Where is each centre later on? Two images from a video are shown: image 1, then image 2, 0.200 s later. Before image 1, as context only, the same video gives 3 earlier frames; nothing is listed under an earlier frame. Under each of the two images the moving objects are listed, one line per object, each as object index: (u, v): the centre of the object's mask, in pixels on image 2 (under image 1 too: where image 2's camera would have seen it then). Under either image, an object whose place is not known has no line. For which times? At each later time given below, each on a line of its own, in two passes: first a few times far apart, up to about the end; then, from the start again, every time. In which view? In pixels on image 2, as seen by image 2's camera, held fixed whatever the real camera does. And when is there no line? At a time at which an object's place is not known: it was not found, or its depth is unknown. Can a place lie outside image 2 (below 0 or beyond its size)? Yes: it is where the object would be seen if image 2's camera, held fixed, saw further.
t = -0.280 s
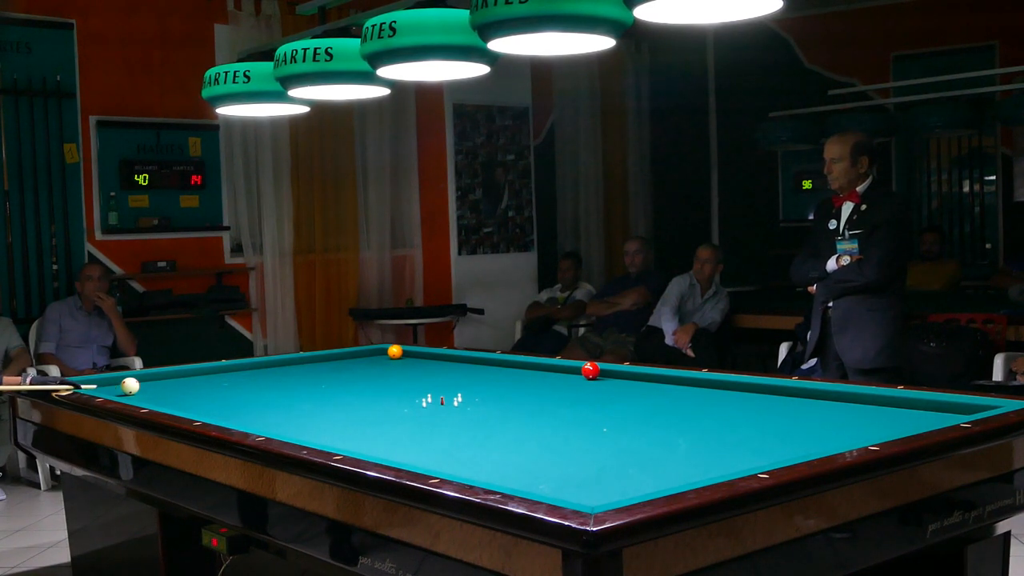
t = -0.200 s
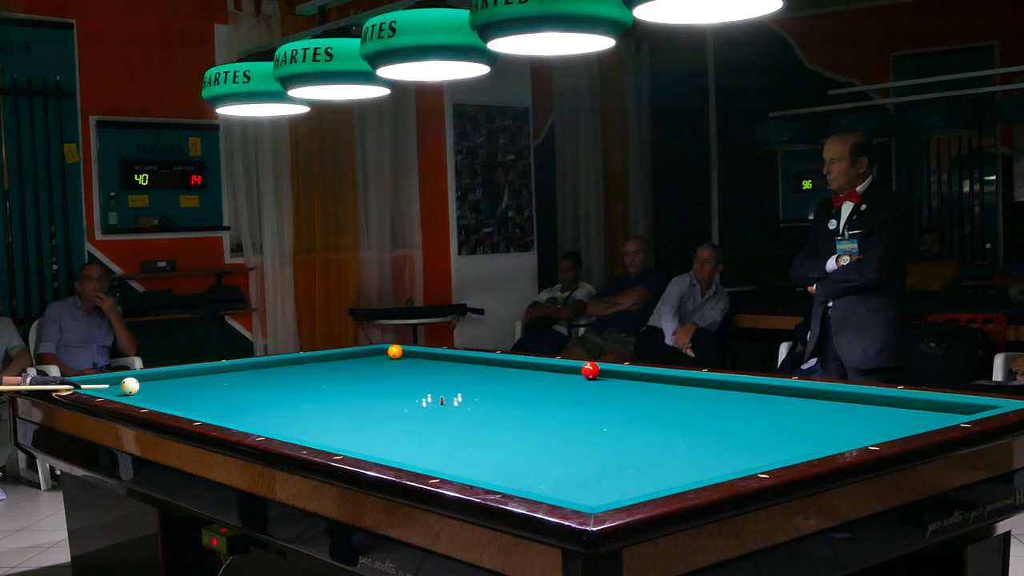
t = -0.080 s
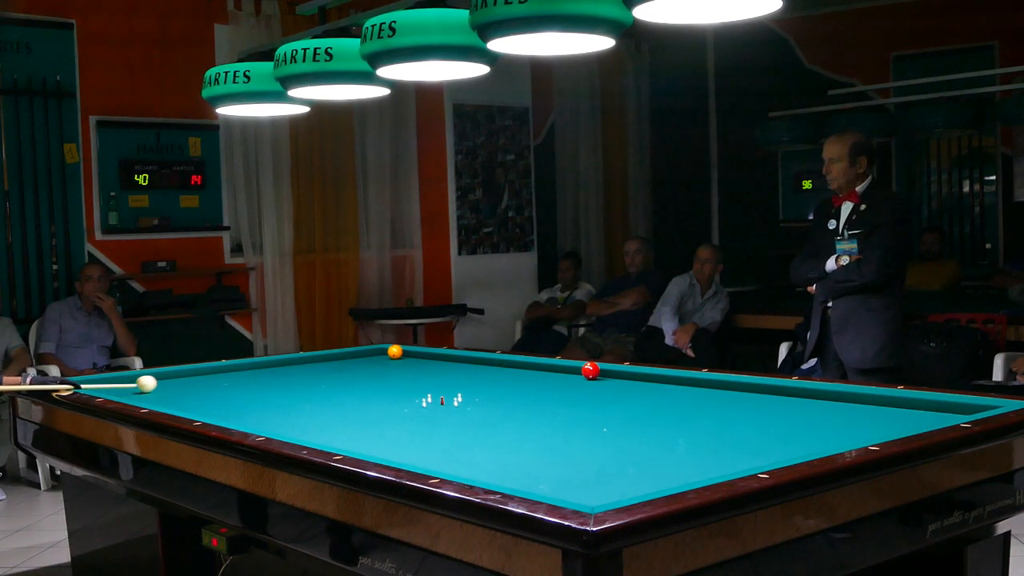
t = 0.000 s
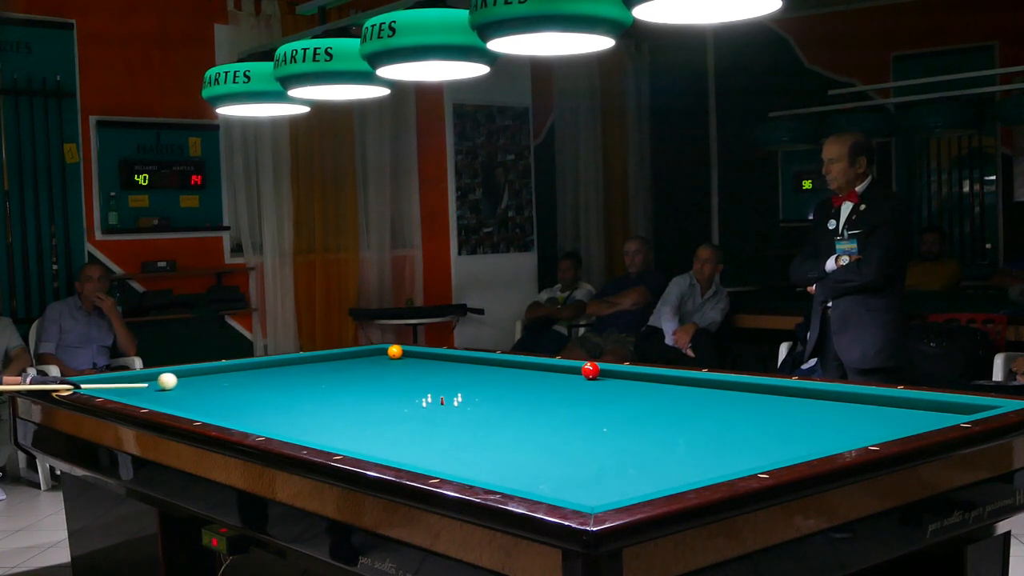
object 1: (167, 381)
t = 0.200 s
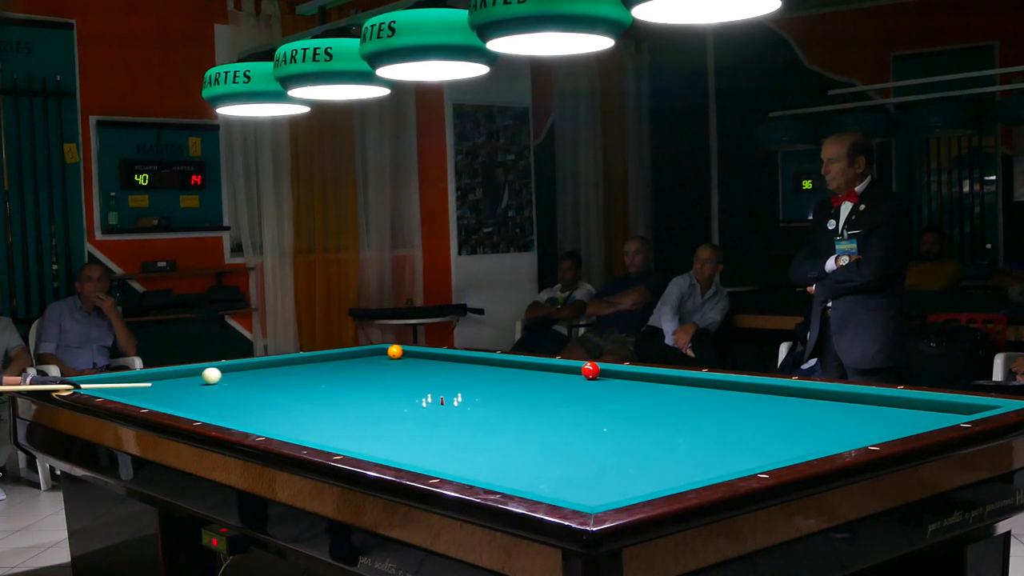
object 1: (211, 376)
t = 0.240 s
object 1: (220, 375)
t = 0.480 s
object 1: (268, 369)
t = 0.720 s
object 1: (313, 363)
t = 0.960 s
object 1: (354, 358)
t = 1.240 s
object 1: (399, 353)
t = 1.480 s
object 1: (408, 354)
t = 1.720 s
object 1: (405, 357)
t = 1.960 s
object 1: (402, 360)
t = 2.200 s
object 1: (399, 363)
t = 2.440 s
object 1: (396, 366)
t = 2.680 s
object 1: (393, 369)
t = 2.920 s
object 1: (390, 373)
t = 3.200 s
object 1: (386, 376)
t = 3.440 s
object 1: (382, 380)
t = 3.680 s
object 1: (379, 383)
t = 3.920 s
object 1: (375, 386)
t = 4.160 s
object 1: (371, 389)
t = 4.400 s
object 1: (368, 393)
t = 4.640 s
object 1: (364, 397)
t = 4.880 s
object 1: (360, 400)
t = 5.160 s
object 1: (356, 404)
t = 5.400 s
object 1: (352, 407)
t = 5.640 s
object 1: (348, 411)
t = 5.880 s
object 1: (343, 414)
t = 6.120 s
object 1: (339, 418)
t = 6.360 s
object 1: (335, 421)
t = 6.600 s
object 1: (330, 425)
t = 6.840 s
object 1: (326, 428)
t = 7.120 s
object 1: (321, 431)
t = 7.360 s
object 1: (317, 433)
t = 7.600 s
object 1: (313, 434)
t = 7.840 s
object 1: (312, 436)
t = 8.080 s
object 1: (321, 437)
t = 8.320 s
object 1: (329, 438)
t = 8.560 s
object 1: (337, 438)
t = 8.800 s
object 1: (344, 439)
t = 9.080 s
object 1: (351, 440)
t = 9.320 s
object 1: (356, 440)
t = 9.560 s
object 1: (360, 441)
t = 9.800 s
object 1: (363, 441)
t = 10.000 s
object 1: (364, 441)
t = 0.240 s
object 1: (220, 375)
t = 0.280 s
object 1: (228, 374)
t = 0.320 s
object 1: (236, 373)
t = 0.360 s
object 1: (244, 372)
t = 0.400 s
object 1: (252, 371)
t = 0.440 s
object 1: (260, 370)
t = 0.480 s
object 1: (268, 369)
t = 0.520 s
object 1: (276, 368)
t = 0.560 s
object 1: (283, 367)
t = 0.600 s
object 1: (291, 366)
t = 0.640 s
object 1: (298, 365)
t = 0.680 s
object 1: (306, 364)
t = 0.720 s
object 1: (313, 363)
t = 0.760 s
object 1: (320, 362)
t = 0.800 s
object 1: (327, 361)
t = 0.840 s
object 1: (334, 361)
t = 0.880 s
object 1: (341, 360)
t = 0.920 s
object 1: (347, 359)
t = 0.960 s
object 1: (354, 358)
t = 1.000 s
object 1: (361, 357)
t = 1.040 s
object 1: (367, 356)
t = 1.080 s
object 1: (374, 356)
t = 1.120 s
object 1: (380, 355)
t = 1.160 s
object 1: (386, 354)
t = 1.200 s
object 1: (392, 353)
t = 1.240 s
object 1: (399, 353)
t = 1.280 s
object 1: (405, 353)
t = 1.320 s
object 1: (411, 352)
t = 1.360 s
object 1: (410, 353)
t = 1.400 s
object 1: (409, 353)
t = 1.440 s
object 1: (408, 354)
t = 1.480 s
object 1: (408, 354)
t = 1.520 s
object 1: (407, 355)
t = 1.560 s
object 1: (407, 355)
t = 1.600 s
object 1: (406, 356)
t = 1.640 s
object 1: (406, 356)
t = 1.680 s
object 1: (405, 357)
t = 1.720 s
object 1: (405, 357)
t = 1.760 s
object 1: (404, 358)
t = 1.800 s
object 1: (404, 358)
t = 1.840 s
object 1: (404, 359)
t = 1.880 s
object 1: (403, 359)
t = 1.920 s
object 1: (403, 360)
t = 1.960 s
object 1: (402, 360)
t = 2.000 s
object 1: (402, 361)
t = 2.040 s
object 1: (401, 361)
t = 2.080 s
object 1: (401, 362)
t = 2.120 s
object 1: (400, 362)
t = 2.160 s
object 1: (400, 363)
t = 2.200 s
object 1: (399, 363)
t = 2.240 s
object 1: (399, 364)
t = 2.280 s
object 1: (398, 364)
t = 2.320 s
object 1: (398, 365)
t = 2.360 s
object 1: (397, 365)
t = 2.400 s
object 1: (397, 366)
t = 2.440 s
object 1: (396, 366)
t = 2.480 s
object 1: (396, 367)
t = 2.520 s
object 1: (395, 367)
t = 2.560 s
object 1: (395, 368)
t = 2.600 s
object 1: (394, 368)
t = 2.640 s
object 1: (394, 369)
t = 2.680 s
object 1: (393, 369)
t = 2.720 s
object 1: (392, 370)
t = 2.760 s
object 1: (392, 370)
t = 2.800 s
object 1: (391, 371)
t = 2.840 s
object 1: (391, 371)
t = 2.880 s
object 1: (390, 372)
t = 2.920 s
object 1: (390, 373)
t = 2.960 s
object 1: (389, 373)
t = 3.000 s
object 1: (389, 374)
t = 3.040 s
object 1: (388, 374)
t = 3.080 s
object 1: (387, 375)
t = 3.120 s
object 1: (387, 375)
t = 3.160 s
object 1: (386, 376)
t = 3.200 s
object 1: (386, 376)
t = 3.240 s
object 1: (385, 377)
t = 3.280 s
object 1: (384, 377)
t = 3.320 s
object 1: (384, 378)
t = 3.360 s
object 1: (383, 379)
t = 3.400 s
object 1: (383, 379)
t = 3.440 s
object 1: (382, 380)
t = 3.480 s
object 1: (382, 380)
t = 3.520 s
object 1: (381, 381)
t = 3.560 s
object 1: (380, 381)
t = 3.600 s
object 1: (380, 382)
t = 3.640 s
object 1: (379, 382)
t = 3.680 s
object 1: (379, 383)
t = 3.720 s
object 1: (378, 384)
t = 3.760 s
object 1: (377, 384)
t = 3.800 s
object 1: (377, 384)
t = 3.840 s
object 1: (376, 385)
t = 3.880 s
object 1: (376, 386)
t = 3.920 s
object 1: (375, 386)
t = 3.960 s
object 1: (374, 387)
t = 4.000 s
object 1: (374, 387)
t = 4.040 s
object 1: (373, 388)
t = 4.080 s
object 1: (373, 388)
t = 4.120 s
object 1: (372, 389)
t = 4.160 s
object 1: (371, 389)
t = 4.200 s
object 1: (371, 390)
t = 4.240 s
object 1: (370, 391)
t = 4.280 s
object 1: (370, 391)
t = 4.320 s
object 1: (369, 392)
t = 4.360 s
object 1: (368, 392)
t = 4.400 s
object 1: (368, 393)
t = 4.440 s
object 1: (367, 394)
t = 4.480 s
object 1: (367, 394)
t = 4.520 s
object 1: (366, 395)
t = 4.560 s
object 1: (366, 395)
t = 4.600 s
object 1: (365, 396)
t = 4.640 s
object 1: (364, 397)
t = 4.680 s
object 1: (364, 397)
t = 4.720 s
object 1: (363, 398)
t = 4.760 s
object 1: (362, 398)
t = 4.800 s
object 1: (362, 399)
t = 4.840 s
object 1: (361, 399)
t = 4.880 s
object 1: (360, 400)
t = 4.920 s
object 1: (360, 400)
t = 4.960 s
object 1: (359, 401)
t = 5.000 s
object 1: (358, 402)
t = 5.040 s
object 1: (358, 402)
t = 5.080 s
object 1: (357, 403)
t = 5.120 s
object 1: (356, 403)
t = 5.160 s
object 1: (356, 404)
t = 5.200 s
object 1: (355, 404)
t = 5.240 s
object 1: (354, 405)
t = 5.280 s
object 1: (354, 406)
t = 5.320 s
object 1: (353, 406)
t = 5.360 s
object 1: (352, 407)
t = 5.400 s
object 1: (352, 407)
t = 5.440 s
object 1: (351, 408)
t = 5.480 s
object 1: (350, 409)
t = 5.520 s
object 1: (350, 409)
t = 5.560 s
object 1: (349, 410)
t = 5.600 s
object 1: (348, 410)
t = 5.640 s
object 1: (348, 411)
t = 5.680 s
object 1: (347, 411)
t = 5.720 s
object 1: (346, 412)
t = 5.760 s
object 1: (345, 413)
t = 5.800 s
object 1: (345, 413)
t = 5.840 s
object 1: (344, 414)
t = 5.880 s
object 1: (343, 414)
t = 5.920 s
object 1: (343, 415)
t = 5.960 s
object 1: (342, 415)
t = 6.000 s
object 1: (341, 416)
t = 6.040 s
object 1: (341, 417)
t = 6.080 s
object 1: (340, 417)
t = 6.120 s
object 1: (339, 418)
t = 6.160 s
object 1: (338, 418)
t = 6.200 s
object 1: (338, 419)
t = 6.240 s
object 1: (337, 420)
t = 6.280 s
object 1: (336, 420)
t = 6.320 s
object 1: (335, 421)
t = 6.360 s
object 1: (335, 421)
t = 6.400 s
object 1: (334, 422)
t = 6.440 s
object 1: (333, 423)
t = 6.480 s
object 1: (333, 423)
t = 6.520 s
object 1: (332, 424)
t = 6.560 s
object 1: (331, 424)
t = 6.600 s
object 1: (330, 425)
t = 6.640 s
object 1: (330, 425)
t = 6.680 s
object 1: (329, 426)
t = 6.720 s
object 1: (328, 427)
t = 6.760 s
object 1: (327, 427)
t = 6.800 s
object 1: (327, 428)
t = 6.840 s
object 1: (326, 428)
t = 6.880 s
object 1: (325, 429)
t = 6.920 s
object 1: (325, 429)
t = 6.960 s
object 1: (324, 430)
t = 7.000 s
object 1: (323, 430)
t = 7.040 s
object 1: (323, 431)
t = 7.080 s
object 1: (322, 431)
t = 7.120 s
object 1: (321, 431)
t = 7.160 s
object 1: (320, 432)
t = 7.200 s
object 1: (320, 432)
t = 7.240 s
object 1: (319, 432)
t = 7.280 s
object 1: (318, 433)
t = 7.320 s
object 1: (318, 433)
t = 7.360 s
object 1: (317, 433)
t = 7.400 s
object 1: (316, 433)
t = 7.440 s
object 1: (316, 433)
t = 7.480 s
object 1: (315, 434)
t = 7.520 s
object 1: (314, 434)
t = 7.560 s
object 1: (314, 434)
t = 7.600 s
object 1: (313, 434)
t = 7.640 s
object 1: (313, 435)
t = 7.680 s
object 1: (312, 435)
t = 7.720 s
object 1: (311, 435)
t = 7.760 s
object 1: (311, 435)
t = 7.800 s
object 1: (310, 435)
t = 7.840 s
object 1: (312, 436)
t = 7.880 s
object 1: (314, 436)
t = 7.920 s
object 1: (315, 436)
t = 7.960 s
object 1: (317, 436)
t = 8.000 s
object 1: (318, 436)
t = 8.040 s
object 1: (320, 436)
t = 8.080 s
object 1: (321, 437)
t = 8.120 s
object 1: (323, 437)
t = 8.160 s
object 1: (324, 437)
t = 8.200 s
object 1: (325, 437)
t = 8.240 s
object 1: (327, 437)
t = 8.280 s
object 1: (328, 438)
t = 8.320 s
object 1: (329, 438)
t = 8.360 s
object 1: (331, 438)
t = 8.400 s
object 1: (332, 438)
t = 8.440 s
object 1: (333, 438)
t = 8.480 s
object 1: (335, 438)
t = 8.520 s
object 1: (336, 438)
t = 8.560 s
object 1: (337, 438)
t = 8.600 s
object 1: (338, 439)
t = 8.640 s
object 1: (340, 439)
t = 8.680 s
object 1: (341, 439)
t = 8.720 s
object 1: (342, 439)
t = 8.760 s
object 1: (343, 439)
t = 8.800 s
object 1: (344, 439)
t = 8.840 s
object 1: (346, 439)
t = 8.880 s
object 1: (347, 439)
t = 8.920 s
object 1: (348, 440)
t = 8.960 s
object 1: (349, 440)
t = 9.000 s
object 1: (349, 440)
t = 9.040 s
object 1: (350, 440)
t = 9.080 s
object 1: (351, 440)
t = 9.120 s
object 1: (352, 440)
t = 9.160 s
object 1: (353, 440)
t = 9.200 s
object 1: (354, 440)
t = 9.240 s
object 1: (355, 440)
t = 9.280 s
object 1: (355, 440)
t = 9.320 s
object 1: (356, 440)
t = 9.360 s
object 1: (357, 440)
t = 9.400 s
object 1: (358, 441)
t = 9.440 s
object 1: (358, 441)
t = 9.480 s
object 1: (359, 441)
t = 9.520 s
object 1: (359, 441)
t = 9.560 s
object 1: (360, 441)
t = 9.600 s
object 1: (361, 441)
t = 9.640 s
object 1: (361, 441)
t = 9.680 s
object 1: (362, 441)
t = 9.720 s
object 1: (362, 441)
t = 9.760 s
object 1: (362, 441)
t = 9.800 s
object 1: (363, 441)
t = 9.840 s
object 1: (363, 441)
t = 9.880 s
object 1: (363, 441)
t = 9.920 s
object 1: (364, 441)
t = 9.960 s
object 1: (364, 441)
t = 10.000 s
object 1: (364, 441)
